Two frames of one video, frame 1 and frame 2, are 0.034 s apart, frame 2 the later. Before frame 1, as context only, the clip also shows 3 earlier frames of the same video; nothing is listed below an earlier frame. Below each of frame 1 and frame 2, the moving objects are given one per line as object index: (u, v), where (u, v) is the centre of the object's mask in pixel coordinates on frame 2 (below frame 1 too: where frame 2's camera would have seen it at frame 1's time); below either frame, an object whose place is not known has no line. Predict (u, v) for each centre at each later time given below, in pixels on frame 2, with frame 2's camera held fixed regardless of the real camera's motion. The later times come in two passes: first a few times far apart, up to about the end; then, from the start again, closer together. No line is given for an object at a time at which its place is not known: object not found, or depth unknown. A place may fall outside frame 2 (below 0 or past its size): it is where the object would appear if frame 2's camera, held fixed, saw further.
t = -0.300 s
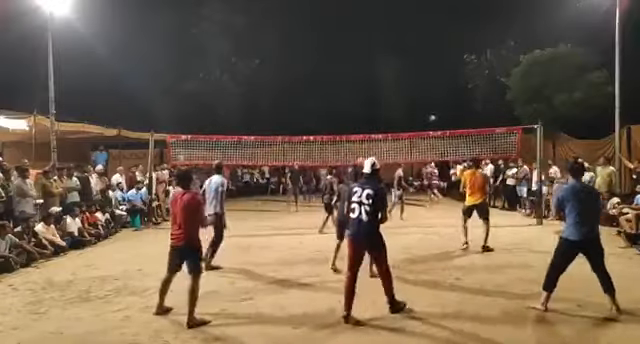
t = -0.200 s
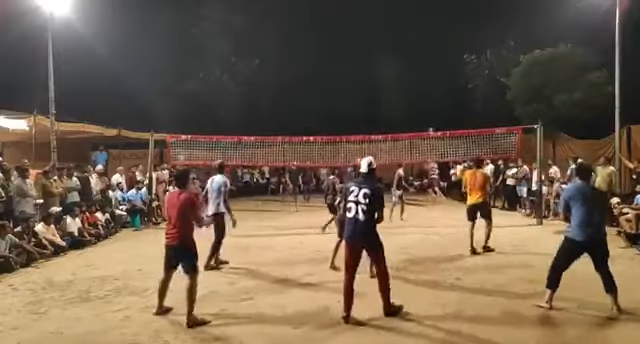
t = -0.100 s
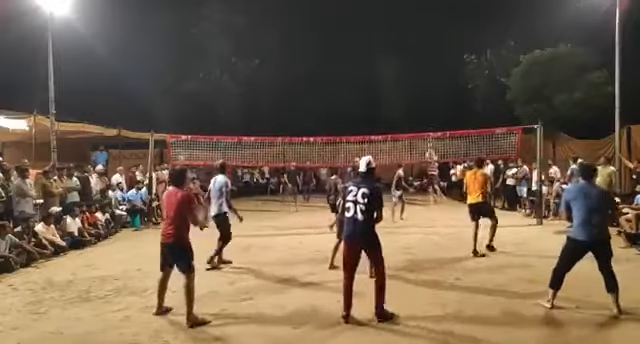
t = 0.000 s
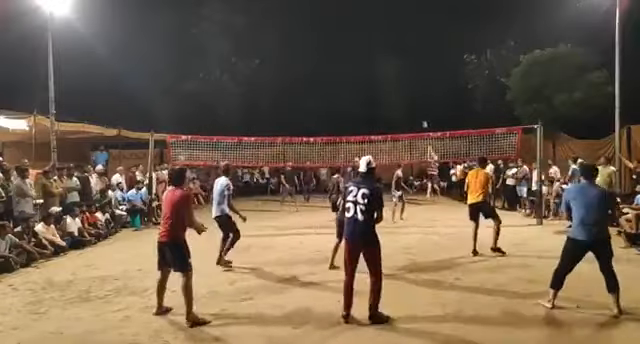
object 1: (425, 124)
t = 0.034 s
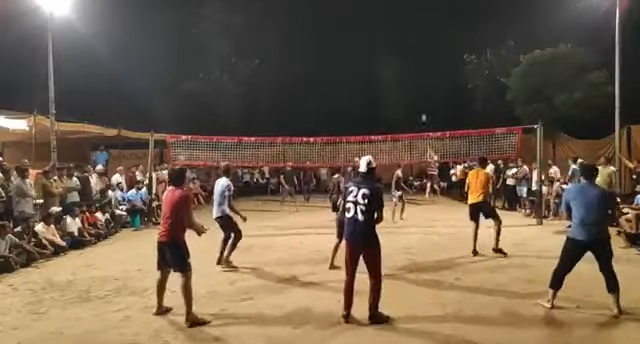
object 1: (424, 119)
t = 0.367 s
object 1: (408, 51)
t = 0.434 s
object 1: (405, 40)
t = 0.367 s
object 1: (408, 51)
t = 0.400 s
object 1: (406, 46)
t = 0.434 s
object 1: (405, 40)
